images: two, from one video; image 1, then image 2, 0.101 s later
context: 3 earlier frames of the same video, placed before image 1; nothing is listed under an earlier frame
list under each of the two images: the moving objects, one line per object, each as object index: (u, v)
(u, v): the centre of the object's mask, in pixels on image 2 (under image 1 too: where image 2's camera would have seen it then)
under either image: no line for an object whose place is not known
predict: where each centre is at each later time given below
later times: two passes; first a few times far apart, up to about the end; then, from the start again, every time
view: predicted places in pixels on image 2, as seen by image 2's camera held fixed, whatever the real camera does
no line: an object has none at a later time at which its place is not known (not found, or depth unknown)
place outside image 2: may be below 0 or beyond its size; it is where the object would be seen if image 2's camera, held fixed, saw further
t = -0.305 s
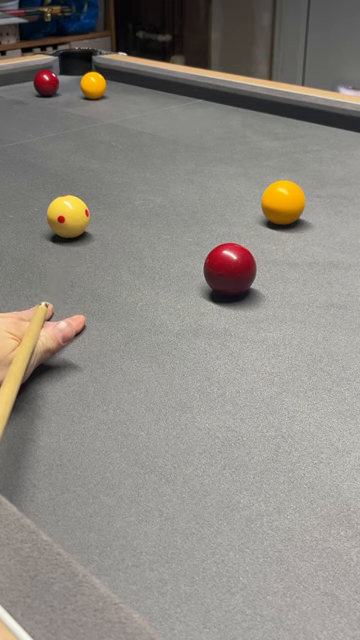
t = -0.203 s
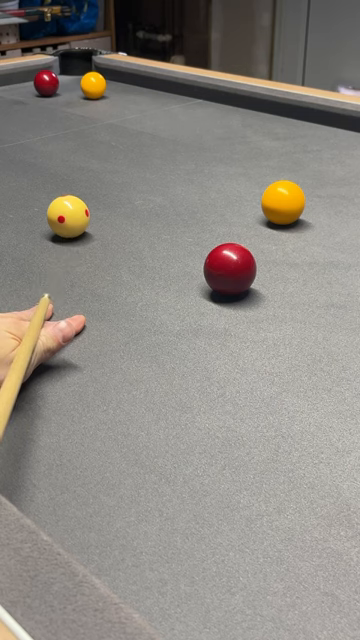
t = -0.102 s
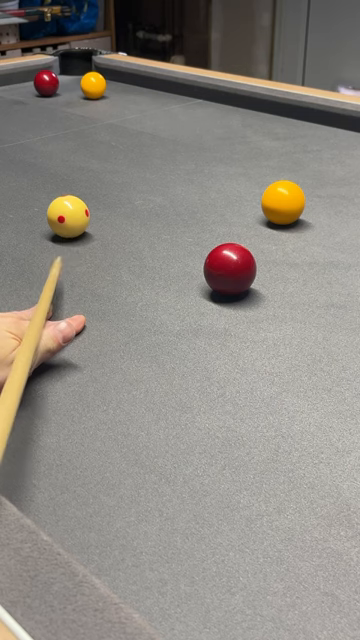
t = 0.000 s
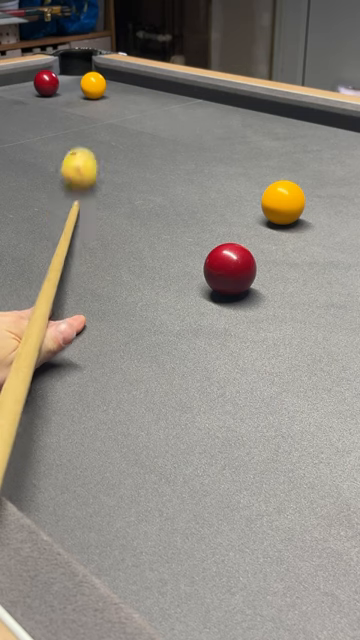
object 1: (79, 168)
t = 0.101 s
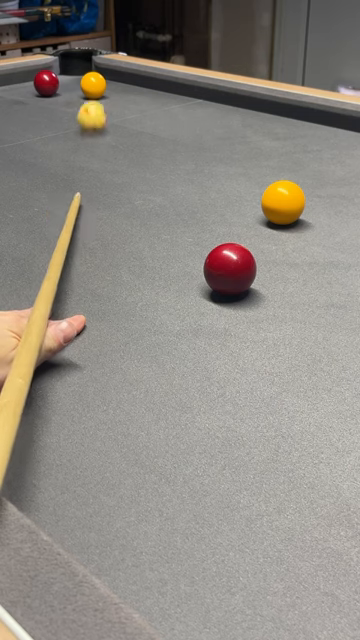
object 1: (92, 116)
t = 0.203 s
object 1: (104, 91)
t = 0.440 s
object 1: (153, 94)
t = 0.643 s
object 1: (191, 97)
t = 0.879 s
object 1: (235, 100)
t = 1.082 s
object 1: (259, 105)
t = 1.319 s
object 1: (277, 112)
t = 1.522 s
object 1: (291, 117)
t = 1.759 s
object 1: (308, 123)
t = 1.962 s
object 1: (320, 127)
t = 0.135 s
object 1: (95, 104)
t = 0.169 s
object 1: (97, 94)
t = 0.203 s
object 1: (104, 91)
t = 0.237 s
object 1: (112, 91)
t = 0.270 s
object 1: (119, 91)
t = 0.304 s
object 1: (126, 92)
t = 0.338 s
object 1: (133, 92)
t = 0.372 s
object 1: (140, 93)
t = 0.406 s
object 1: (146, 93)
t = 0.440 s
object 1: (153, 94)
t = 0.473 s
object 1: (159, 94)
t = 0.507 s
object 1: (166, 95)
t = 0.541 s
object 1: (172, 95)
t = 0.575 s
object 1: (178, 96)
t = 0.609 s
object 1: (185, 96)
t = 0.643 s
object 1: (191, 97)
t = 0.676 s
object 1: (198, 97)
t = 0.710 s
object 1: (204, 98)
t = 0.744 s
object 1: (210, 98)
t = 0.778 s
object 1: (216, 99)
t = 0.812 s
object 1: (222, 99)
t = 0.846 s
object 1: (229, 100)
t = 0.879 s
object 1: (235, 100)
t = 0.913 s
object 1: (241, 101)
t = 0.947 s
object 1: (247, 101)
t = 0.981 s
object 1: (250, 102)
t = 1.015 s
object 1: (253, 103)
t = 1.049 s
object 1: (256, 104)
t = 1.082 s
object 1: (259, 105)
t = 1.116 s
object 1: (261, 106)
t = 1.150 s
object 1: (264, 107)
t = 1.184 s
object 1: (266, 108)
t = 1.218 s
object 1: (269, 109)
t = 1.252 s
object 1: (272, 110)
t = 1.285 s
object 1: (274, 111)
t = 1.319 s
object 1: (277, 112)
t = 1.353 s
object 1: (279, 113)
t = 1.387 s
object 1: (281, 113)
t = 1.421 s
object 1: (284, 114)
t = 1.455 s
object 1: (287, 115)
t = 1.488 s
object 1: (289, 116)
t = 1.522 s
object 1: (291, 117)
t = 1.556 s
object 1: (294, 118)
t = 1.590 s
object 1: (296, 119)
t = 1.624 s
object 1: (298, 120)
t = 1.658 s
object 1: (301, 121)
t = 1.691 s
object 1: (303, 121)
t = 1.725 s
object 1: (305, 122)
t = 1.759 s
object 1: (308, 123)
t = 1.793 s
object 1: (310, 124)
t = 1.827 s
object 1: (312, 124)
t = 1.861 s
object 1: (314, 125)
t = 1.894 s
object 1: (316, 126)
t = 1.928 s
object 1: (318, 127)
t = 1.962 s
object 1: (320, 127)
